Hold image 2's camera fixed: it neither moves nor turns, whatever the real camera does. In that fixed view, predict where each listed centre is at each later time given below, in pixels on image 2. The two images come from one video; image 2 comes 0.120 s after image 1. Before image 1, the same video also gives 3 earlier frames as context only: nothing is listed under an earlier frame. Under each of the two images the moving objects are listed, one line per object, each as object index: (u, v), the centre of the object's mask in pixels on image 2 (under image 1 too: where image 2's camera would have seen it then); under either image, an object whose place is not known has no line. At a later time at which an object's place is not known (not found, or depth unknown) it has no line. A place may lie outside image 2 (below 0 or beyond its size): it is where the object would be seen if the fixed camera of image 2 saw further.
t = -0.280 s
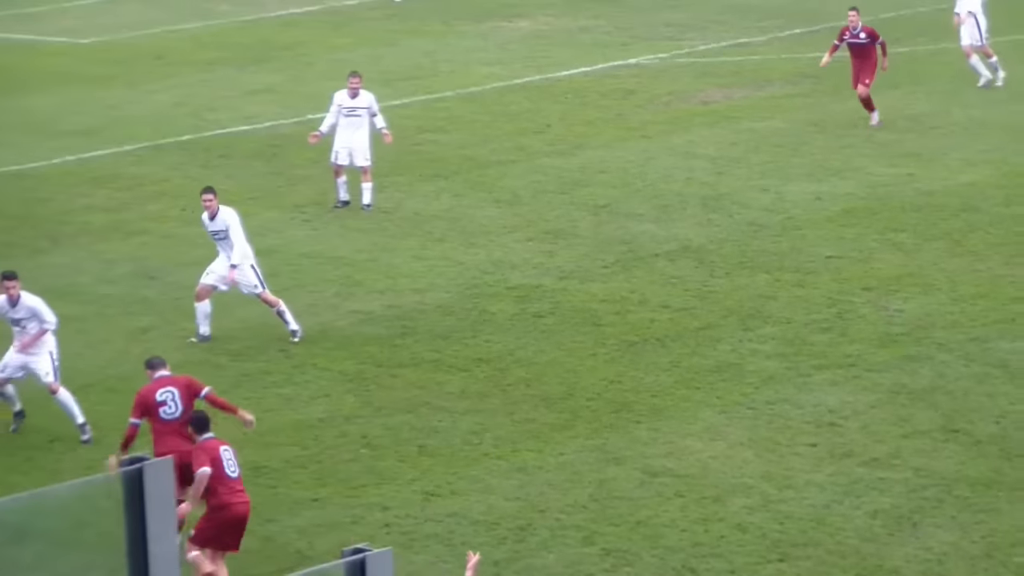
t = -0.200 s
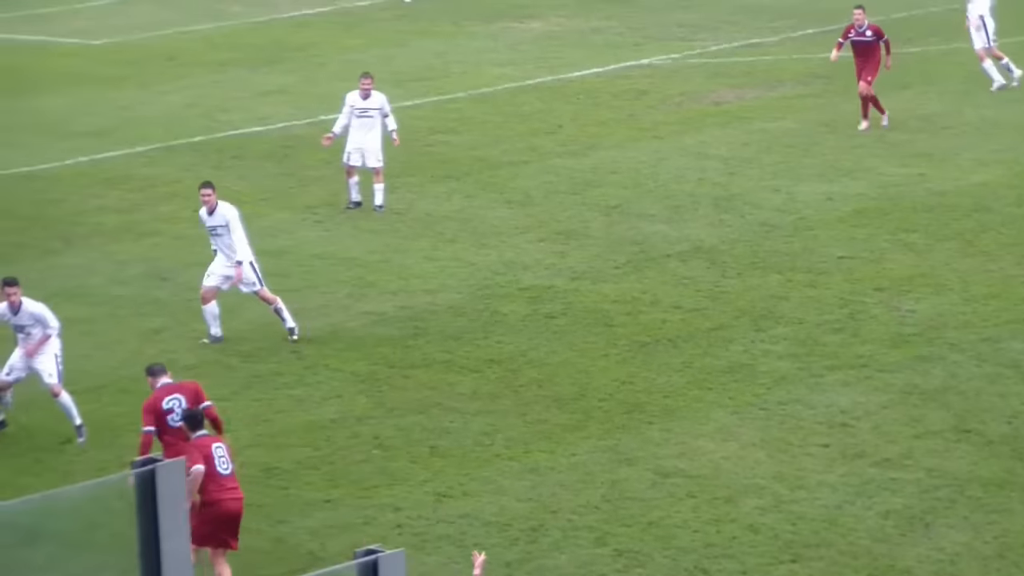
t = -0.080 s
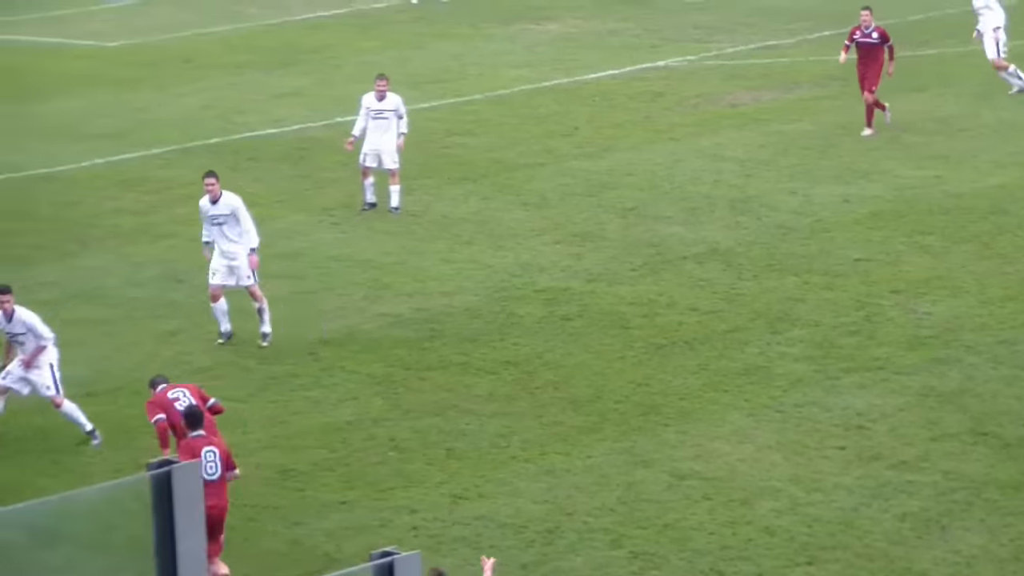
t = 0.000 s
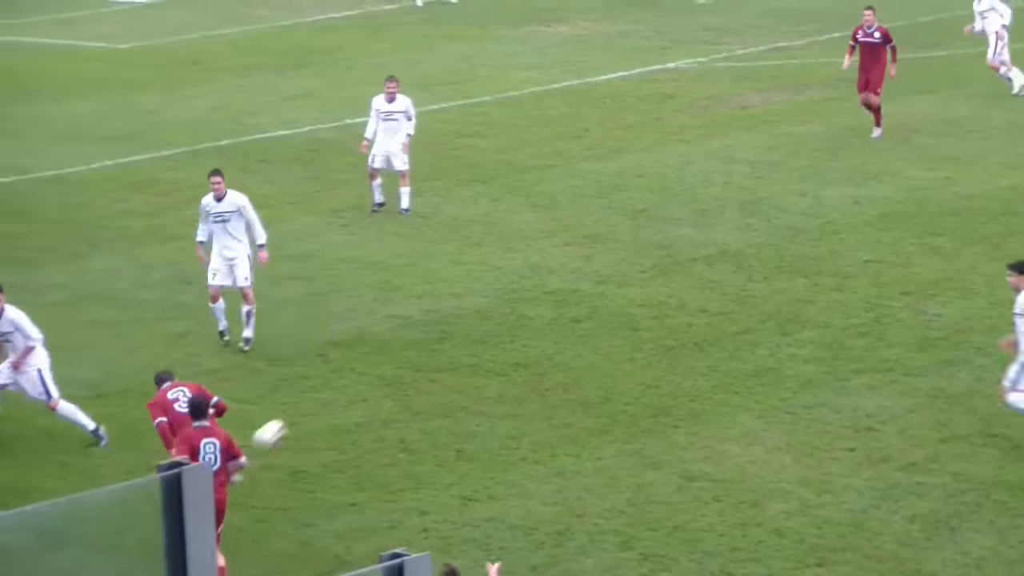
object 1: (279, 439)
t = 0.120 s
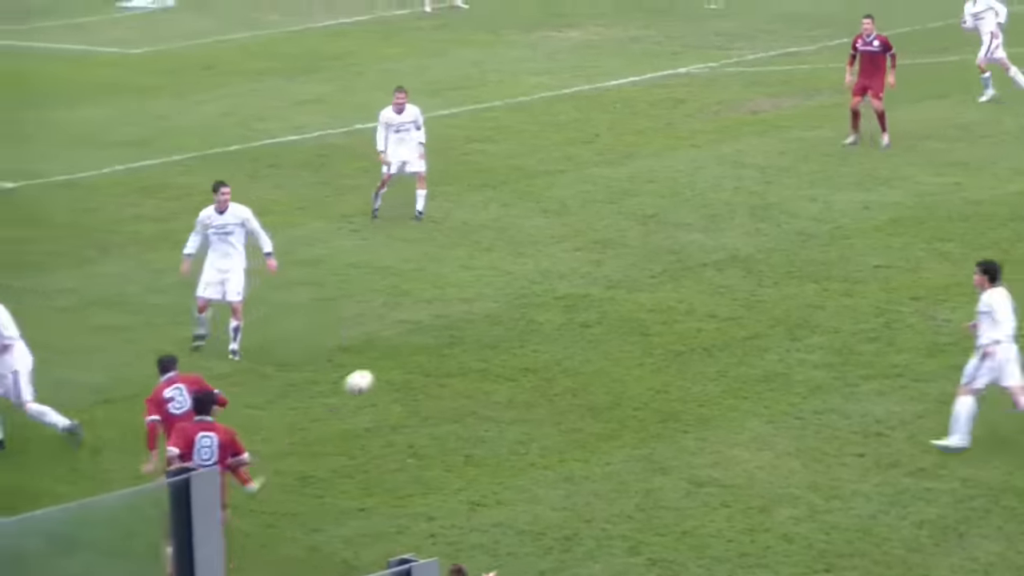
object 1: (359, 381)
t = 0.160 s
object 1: (383, 369)
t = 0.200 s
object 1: (408, 359)
